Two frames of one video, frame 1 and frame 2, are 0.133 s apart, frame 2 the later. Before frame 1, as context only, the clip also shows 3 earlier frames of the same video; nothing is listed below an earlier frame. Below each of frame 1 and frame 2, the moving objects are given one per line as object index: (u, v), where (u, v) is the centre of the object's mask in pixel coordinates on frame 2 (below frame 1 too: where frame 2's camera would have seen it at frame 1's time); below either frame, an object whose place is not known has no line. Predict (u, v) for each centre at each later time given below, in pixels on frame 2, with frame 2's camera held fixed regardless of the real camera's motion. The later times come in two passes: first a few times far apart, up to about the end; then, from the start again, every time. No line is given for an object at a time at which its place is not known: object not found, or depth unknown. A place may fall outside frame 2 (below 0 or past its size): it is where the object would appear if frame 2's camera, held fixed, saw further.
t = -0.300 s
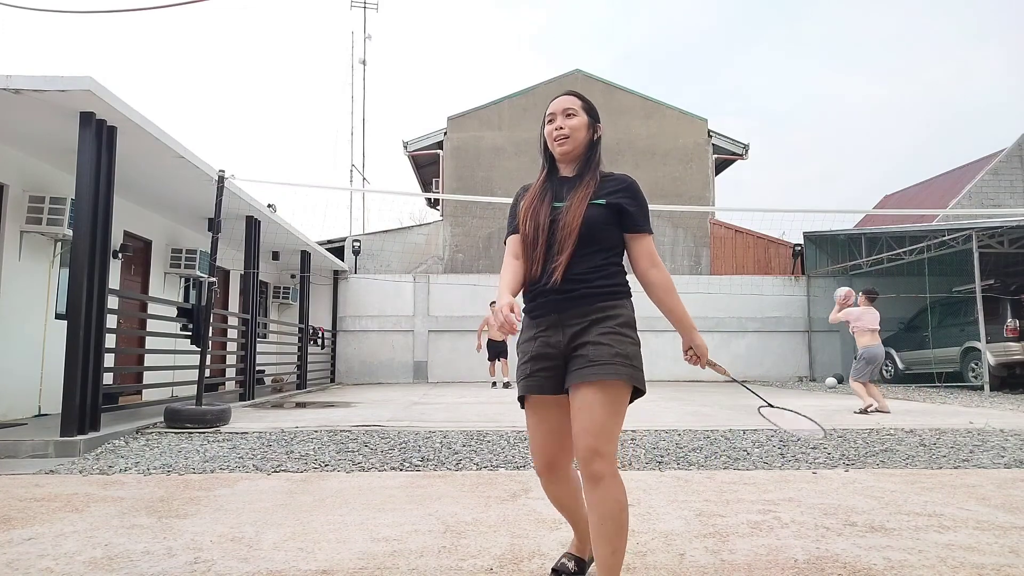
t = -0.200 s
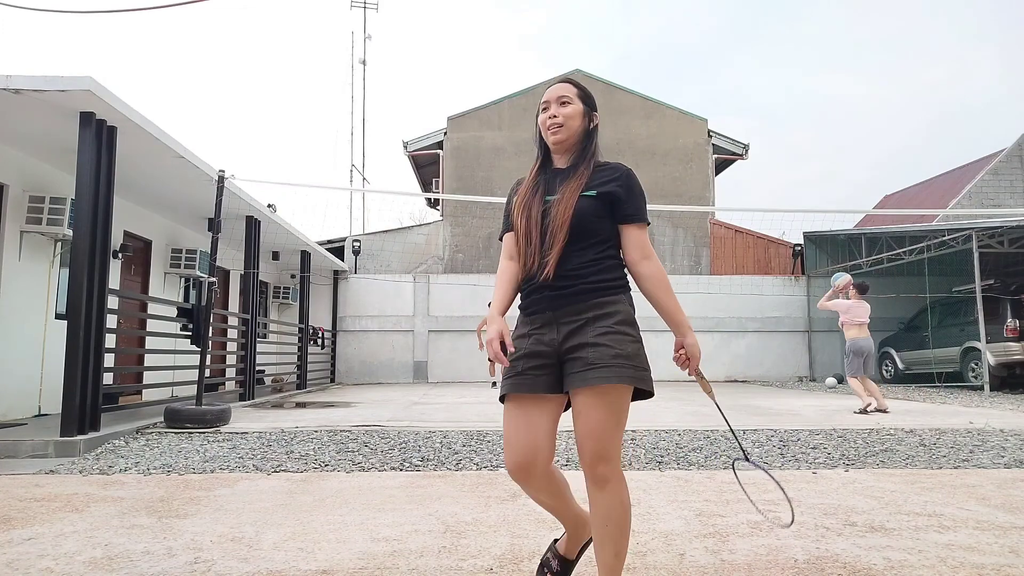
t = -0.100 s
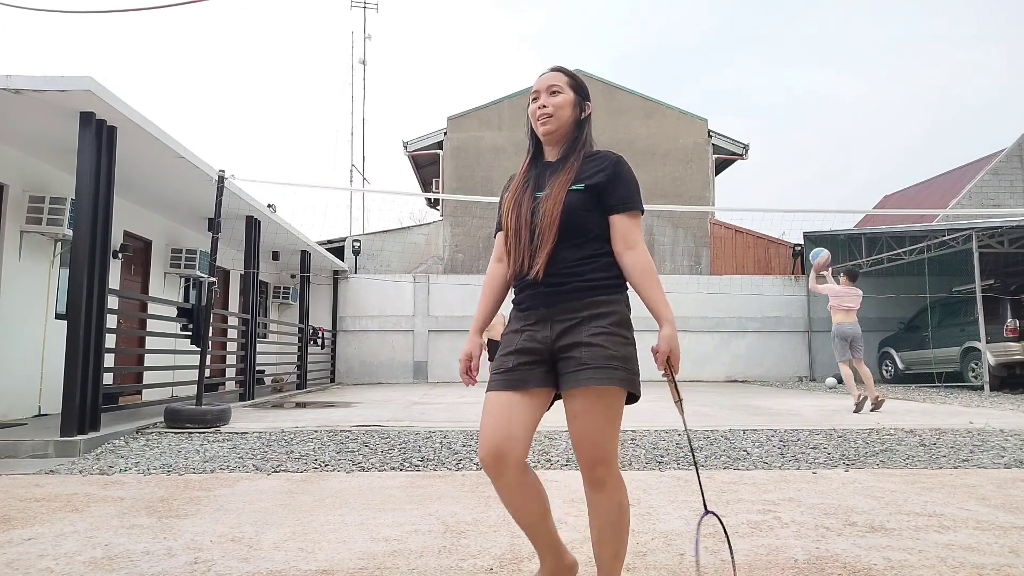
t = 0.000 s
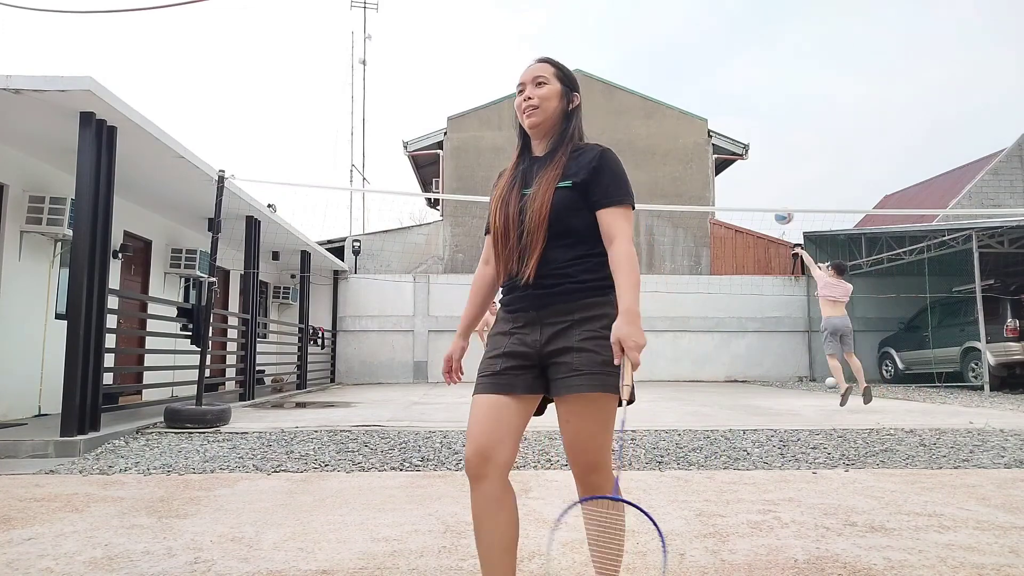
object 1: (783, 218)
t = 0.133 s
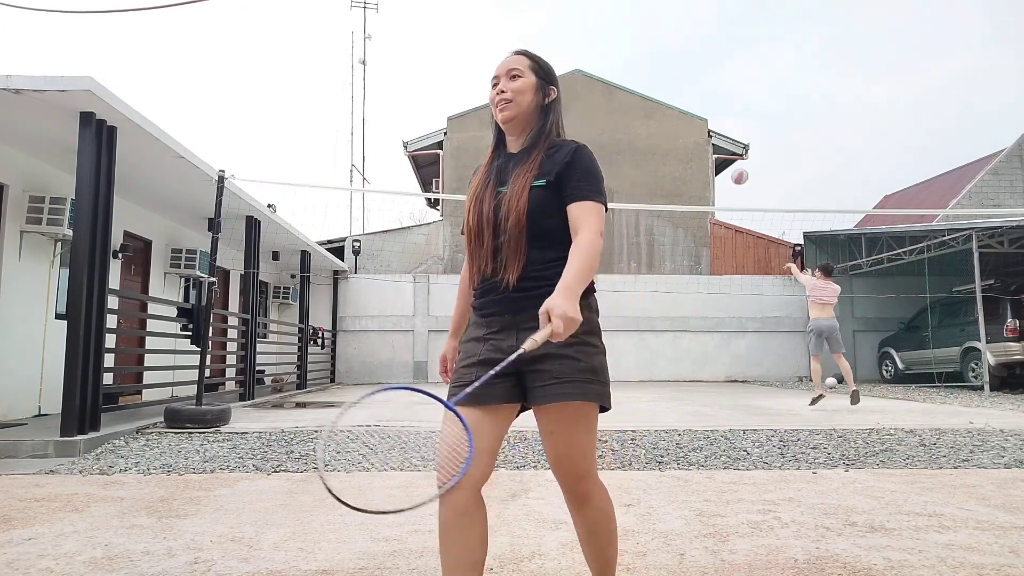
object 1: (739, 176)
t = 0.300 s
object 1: (693, 149)
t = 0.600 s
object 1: (626, 147)
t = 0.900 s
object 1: (574, 187)
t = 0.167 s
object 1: (729, 169)
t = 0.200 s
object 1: (720, 163)
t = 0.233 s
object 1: (711, 157)
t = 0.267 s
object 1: (701, 153)
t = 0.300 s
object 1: (693, 149)
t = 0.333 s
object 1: (684, 146)
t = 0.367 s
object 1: (676, 144)
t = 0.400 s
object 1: (668, 143)
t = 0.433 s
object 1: (661, 142)
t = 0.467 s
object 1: (653, 141)
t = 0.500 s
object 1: (646, 142)
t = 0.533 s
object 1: (639, 143)
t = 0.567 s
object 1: (633, 145)
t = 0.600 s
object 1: (626, 147)
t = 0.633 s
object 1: (620, 149)
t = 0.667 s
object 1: (613, 152)
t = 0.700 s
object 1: (608, 156)
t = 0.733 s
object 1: (602, 160)
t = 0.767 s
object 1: (596, 165)
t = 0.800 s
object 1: (590, 170)
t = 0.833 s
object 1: (584, 175)
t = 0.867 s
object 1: (579, 181)
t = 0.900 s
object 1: (574, 187)
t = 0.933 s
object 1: (569, 194)
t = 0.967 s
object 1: (565, 198)
